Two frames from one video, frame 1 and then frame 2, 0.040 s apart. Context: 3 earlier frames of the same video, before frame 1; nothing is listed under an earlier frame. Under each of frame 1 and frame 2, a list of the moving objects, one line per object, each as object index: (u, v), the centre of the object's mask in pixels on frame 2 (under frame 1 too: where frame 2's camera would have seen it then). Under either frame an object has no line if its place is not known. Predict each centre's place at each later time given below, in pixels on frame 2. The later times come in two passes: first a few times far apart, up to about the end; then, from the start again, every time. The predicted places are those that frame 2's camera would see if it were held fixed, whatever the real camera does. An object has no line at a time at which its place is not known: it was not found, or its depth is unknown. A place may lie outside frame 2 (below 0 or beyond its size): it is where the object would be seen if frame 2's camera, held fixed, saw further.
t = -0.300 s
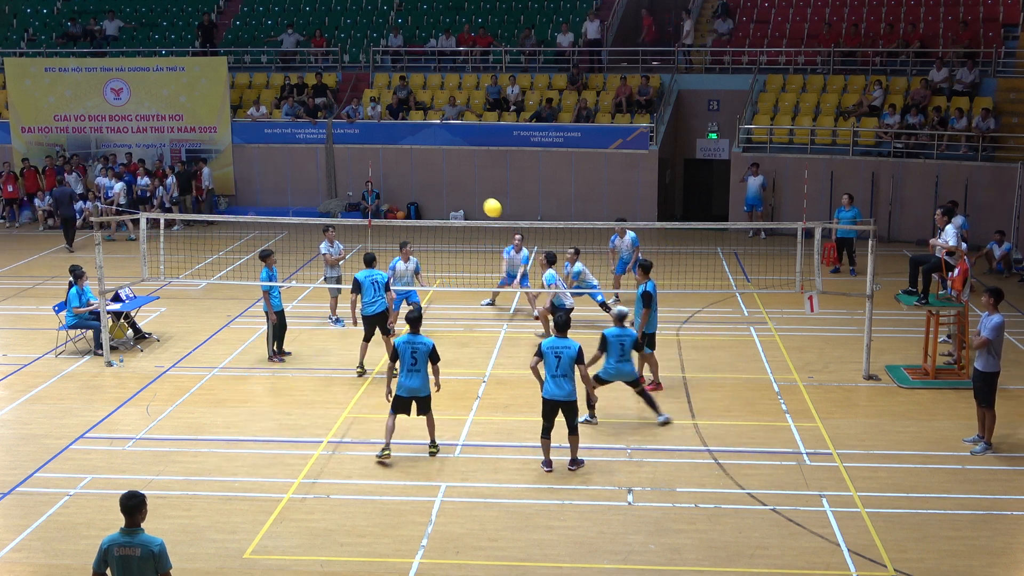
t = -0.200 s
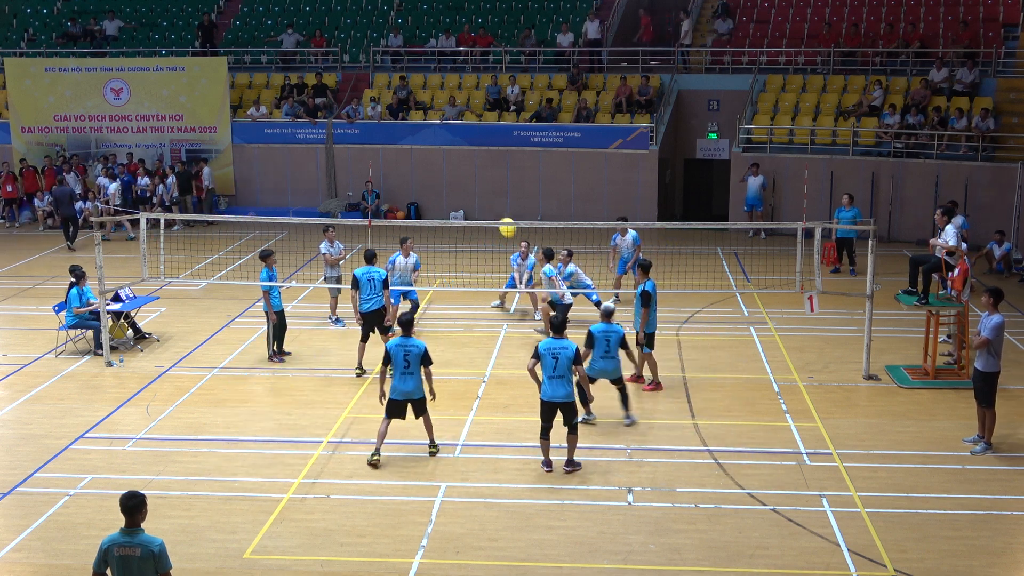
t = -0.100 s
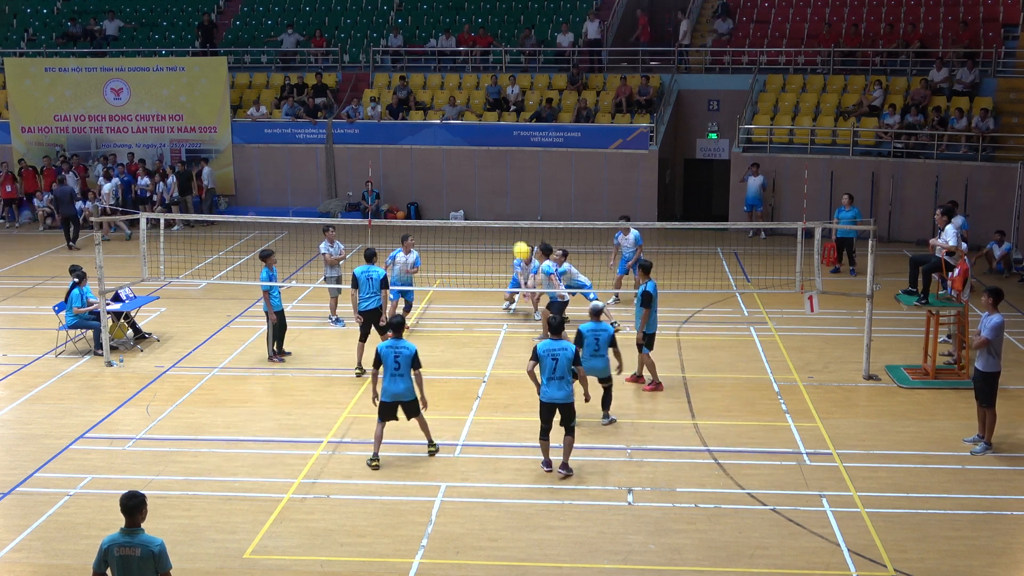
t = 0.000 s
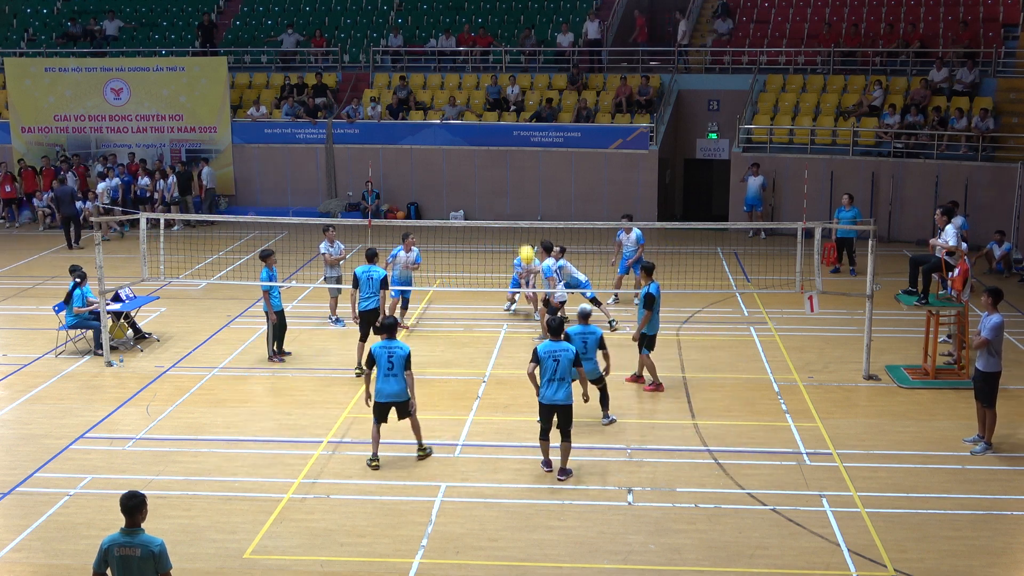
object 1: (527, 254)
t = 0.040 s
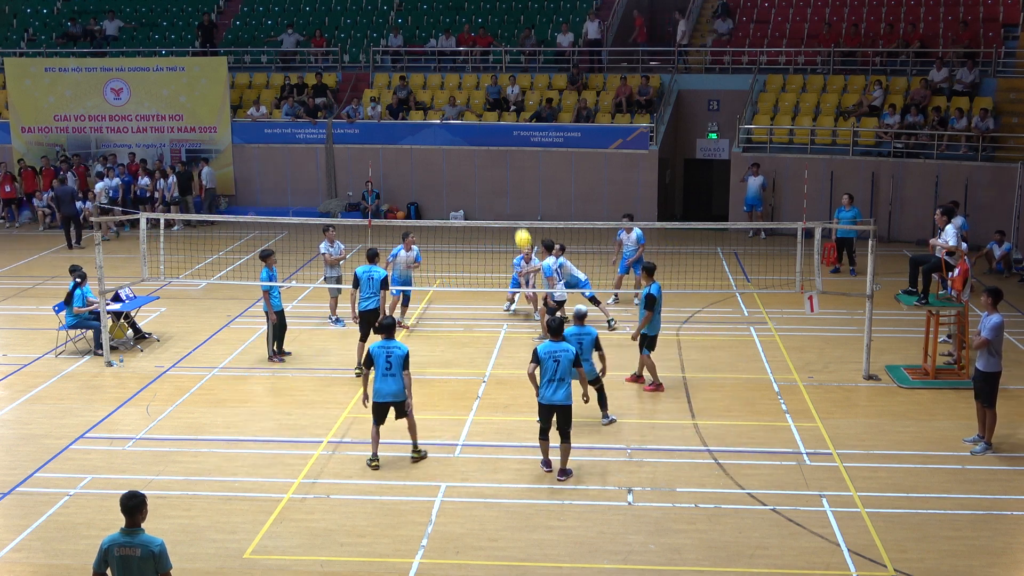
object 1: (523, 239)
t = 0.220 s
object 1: (506, 177)
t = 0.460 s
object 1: (485, 126)
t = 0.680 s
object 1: (467, 109)
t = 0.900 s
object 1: (450, 122)
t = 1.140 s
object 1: (433, 171)
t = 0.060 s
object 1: (521, 233)
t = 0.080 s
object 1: (519, 222)
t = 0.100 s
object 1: (517, 214)
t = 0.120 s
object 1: (515, 209)
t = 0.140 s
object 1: (513, 202)
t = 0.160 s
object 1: (512, 195)
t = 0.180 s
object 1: (510, 189)
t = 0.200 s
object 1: (508, 183)
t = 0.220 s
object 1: (506, 177)
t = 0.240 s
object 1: (504, 171)
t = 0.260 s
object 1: (502, 166)
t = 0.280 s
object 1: (501, 161)
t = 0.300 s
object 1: (499, 156)
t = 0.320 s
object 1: (497, 151)
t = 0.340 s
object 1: (495, 147)
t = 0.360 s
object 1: (494, 143)
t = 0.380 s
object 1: (492, 139)
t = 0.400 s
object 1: (490, 135)
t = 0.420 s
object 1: (489, 132)
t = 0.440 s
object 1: (487, 128)
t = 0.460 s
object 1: (485, 126)
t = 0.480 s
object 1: (483, 123)
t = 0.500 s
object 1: (482, 120)
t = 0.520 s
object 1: (480, 118)
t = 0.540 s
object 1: (479, 116)
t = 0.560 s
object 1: (477, 114)
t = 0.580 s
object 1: (475, 113)
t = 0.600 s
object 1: (474, 111)
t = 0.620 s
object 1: (472, 110)
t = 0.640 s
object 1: (471, 110)
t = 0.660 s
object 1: (469, 109)
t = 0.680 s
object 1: (467, 109)
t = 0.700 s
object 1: (466, 109)
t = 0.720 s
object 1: (464, 109)
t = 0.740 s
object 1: (463, 109)
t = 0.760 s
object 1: (461, 110)
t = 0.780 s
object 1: (460, 111)
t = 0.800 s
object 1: (458, 112)
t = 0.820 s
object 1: (457, 113)
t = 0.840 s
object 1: (455, 115)
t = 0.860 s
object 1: (453, 117)
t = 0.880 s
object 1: (452, 120)
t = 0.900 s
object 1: (450, 122)
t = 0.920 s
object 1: (449, 125)
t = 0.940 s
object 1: (447, 128)
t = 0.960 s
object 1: (446, 131)
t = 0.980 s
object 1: (444, 134)
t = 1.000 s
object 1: (443, 138)
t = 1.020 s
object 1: (442, 142)
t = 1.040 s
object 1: (440, 147)
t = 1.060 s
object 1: (439, 151)
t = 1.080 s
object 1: (437, 156)
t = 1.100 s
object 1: (436, 161)
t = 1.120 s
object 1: (434, 166)
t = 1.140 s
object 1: (433, 171)
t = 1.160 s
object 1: (432, 177)
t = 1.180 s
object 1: (431, 183)
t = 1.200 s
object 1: (429, 189)
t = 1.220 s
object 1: (428, 196)
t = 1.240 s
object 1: (427, 202)
